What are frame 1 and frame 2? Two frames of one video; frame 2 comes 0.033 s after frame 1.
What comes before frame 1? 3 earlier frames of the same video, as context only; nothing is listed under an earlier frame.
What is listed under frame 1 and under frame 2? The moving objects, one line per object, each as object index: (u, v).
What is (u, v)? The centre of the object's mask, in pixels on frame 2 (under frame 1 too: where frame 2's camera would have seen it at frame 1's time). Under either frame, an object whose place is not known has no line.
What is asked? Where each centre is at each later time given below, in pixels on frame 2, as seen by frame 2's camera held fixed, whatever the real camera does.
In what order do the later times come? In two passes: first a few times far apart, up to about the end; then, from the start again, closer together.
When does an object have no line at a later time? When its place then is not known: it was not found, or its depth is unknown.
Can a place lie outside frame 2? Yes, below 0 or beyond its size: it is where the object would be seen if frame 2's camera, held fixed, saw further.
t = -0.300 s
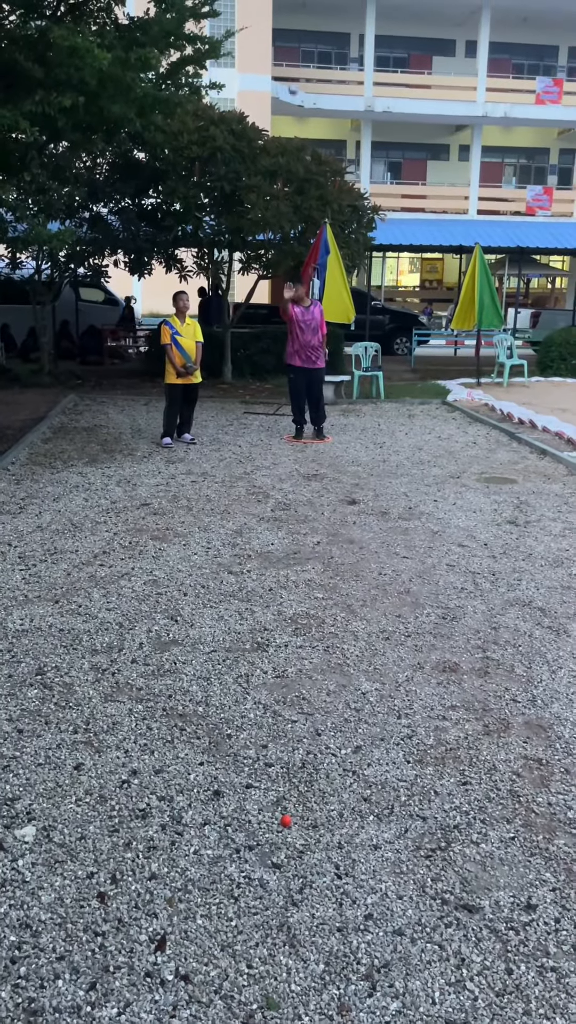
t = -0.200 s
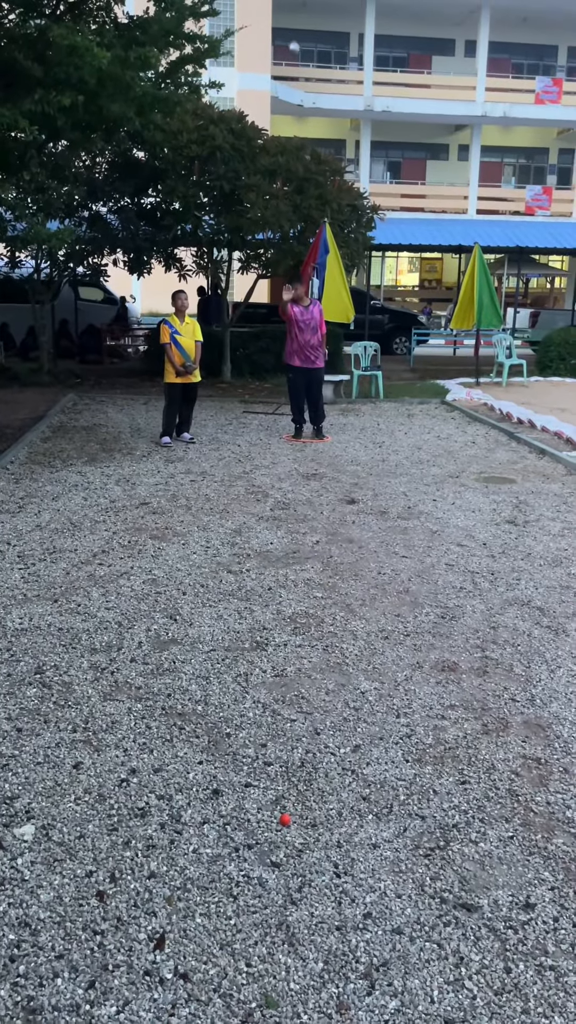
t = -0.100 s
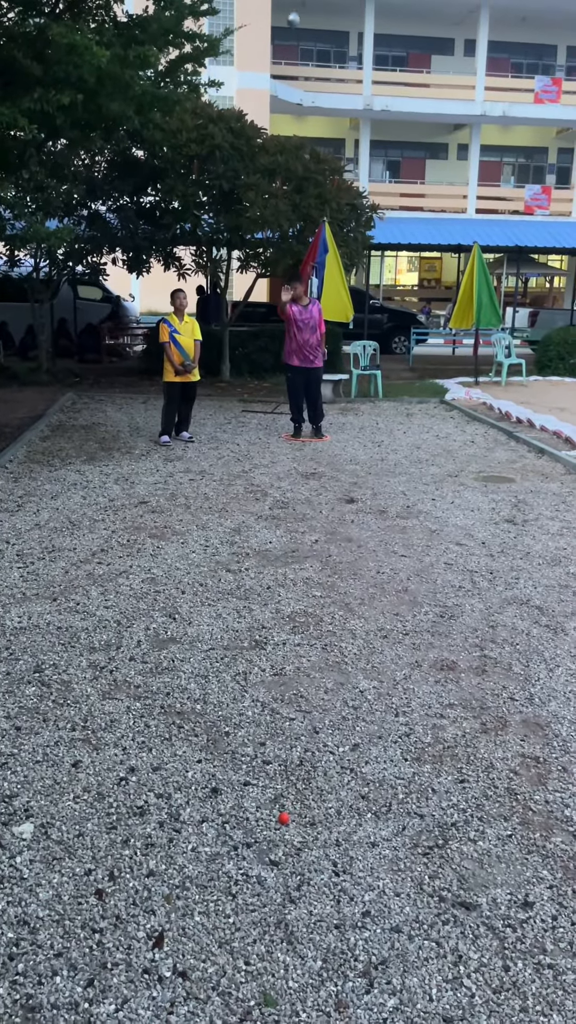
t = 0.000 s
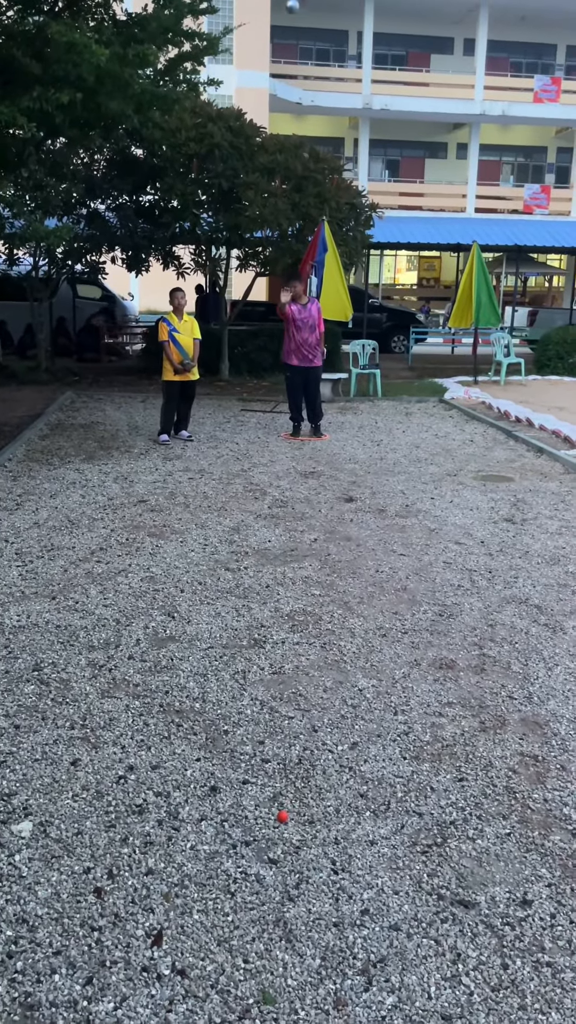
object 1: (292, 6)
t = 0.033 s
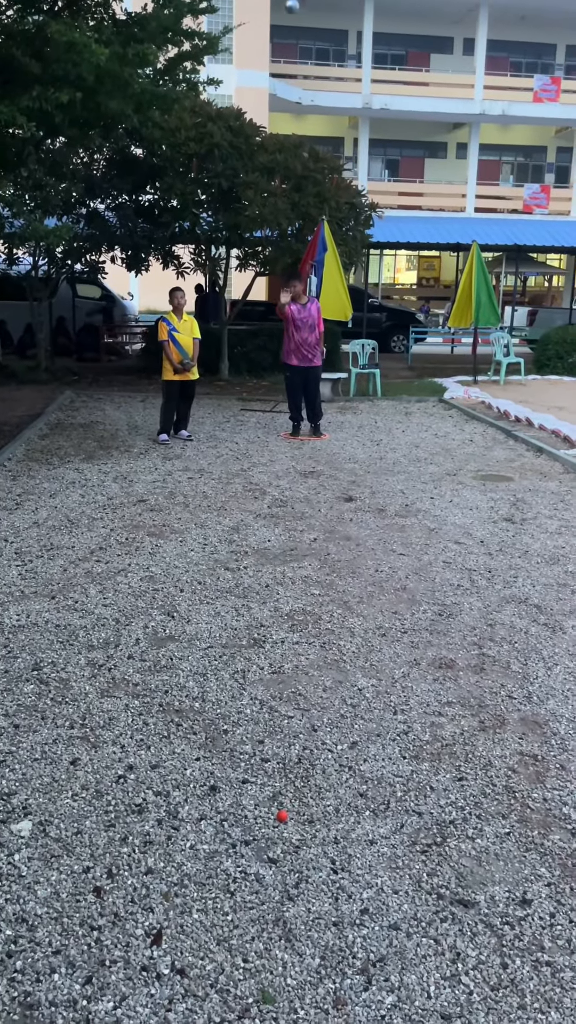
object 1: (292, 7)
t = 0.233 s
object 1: (289, 67)
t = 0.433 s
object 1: (283, 270)
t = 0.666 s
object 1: (269, 794)
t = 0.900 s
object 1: (246, 819)
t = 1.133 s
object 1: (233, 843)
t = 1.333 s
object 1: (232, 851)
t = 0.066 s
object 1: (291, 9)
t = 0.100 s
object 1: (291, 13)
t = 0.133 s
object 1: (291, 21)
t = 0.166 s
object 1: (291, 33)
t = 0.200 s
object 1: (291, 47)
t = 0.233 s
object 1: (289, 67)
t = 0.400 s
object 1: (284, 225)
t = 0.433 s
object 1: (283, 270)
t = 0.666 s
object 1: (269, 794)
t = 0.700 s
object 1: (267, 792)
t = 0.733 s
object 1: (265, 790)
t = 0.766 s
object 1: (260, 793)
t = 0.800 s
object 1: (257, 798)
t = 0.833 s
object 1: (253, 808)
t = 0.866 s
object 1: (249, 813)
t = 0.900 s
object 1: (246, 819)
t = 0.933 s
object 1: (244, 825)
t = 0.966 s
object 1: (241, 829)
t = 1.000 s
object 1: (238, 832)
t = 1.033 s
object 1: (237, 833)
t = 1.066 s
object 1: (236, 836)
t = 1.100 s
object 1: (235, 841)
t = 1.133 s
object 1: (233, 843)
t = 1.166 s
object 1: (232, 845)
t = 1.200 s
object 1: (232, 847)
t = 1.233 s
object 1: (231, 848)
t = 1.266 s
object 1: (231, 849)
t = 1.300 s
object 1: (231, 851)
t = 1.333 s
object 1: (232, 851)
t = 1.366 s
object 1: (233, 852)
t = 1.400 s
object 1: (235, 852)
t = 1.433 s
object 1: (238, 852)
